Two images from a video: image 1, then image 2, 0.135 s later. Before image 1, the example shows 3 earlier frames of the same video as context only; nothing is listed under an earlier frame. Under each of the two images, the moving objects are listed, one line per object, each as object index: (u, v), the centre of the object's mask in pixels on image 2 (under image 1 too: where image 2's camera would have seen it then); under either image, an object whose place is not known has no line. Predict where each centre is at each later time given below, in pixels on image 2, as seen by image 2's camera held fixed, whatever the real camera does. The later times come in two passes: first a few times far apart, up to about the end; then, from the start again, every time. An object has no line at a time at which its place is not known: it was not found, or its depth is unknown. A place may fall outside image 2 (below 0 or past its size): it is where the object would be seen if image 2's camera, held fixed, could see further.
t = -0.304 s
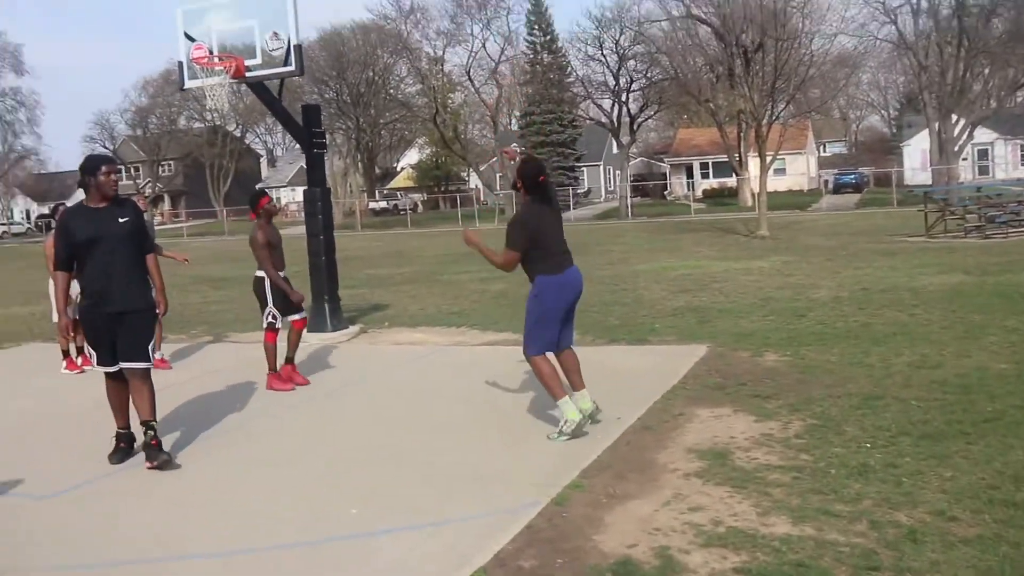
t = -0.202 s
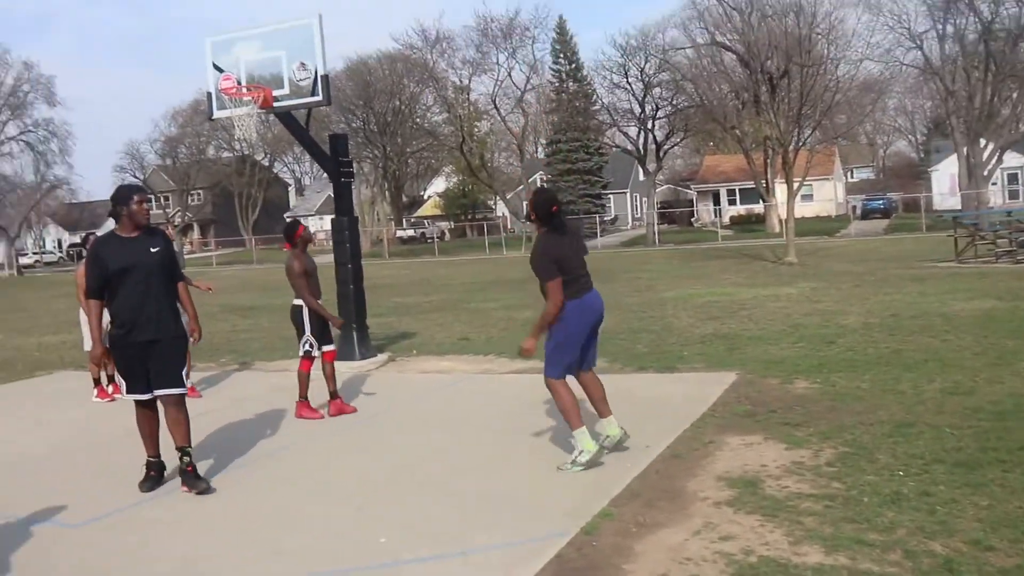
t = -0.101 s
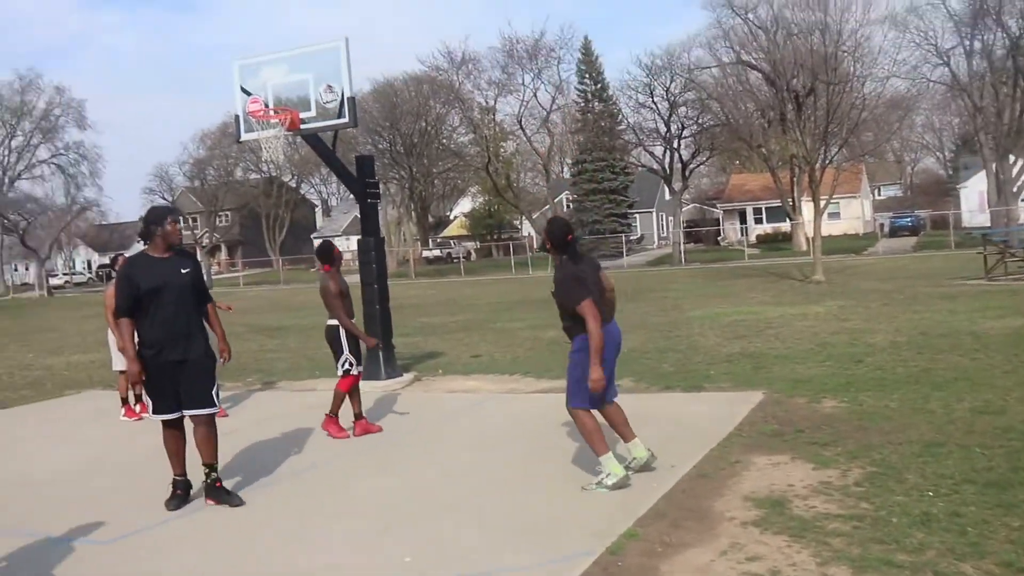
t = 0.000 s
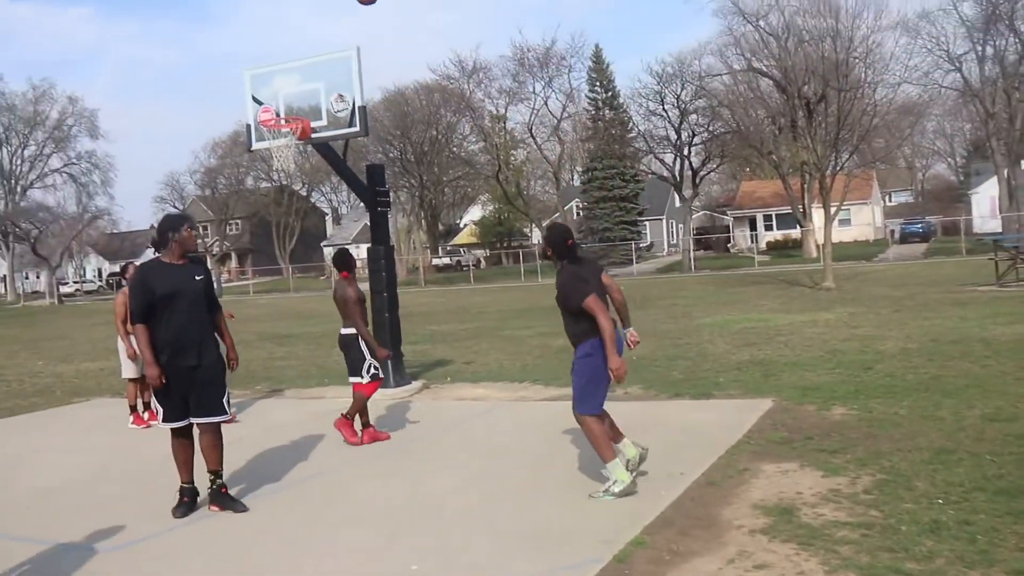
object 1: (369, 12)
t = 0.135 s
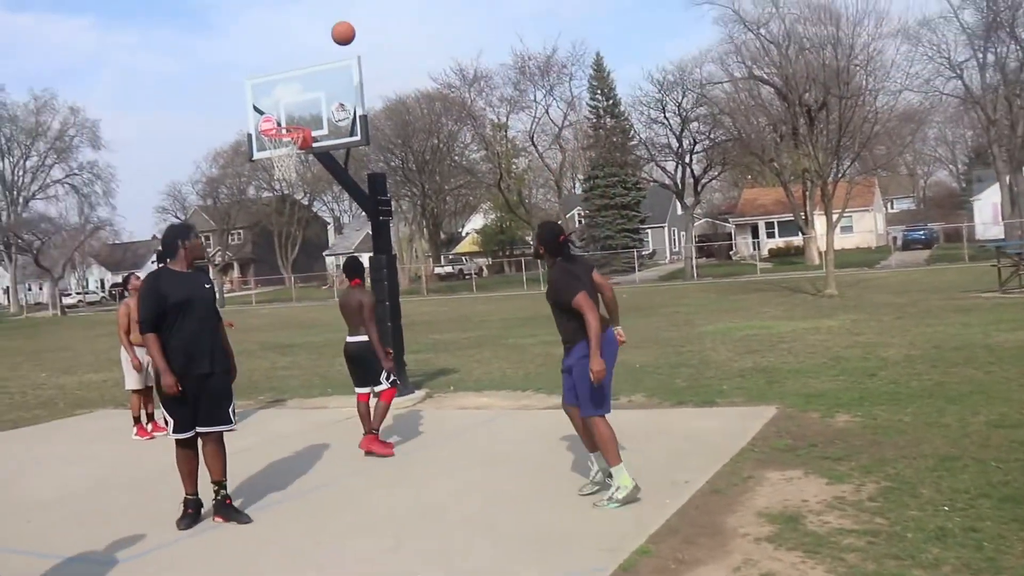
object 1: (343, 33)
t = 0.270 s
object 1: (322, 79)
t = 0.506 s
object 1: (304, 108)
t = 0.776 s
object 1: (296, 127)
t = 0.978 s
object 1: (295, 191)
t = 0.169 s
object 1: (337, 43)
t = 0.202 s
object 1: (332, 54)
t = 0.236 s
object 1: (327, 66)
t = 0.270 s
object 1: (322, 79)
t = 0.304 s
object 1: (318, 92)
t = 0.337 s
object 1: (312, 106)
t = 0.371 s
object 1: (308, 120)
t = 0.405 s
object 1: (308, 118)
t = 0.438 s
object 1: (306, 114)
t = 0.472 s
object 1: (305, 111)
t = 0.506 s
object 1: (304, 108)
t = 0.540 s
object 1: (303, 107)
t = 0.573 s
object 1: (301, 106)
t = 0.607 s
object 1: (300, 107)
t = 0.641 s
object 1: (299, 109)
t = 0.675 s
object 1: (299, 112)
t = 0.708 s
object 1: (298, 116)
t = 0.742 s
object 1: (297, 121)
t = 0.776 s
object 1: (296, 127)
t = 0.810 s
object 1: (295, 135)
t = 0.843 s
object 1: (296, 144)
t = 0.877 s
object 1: (294, 154)
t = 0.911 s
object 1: (294, 164)
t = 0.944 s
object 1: (294, 178)
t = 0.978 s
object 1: (295, 191)
